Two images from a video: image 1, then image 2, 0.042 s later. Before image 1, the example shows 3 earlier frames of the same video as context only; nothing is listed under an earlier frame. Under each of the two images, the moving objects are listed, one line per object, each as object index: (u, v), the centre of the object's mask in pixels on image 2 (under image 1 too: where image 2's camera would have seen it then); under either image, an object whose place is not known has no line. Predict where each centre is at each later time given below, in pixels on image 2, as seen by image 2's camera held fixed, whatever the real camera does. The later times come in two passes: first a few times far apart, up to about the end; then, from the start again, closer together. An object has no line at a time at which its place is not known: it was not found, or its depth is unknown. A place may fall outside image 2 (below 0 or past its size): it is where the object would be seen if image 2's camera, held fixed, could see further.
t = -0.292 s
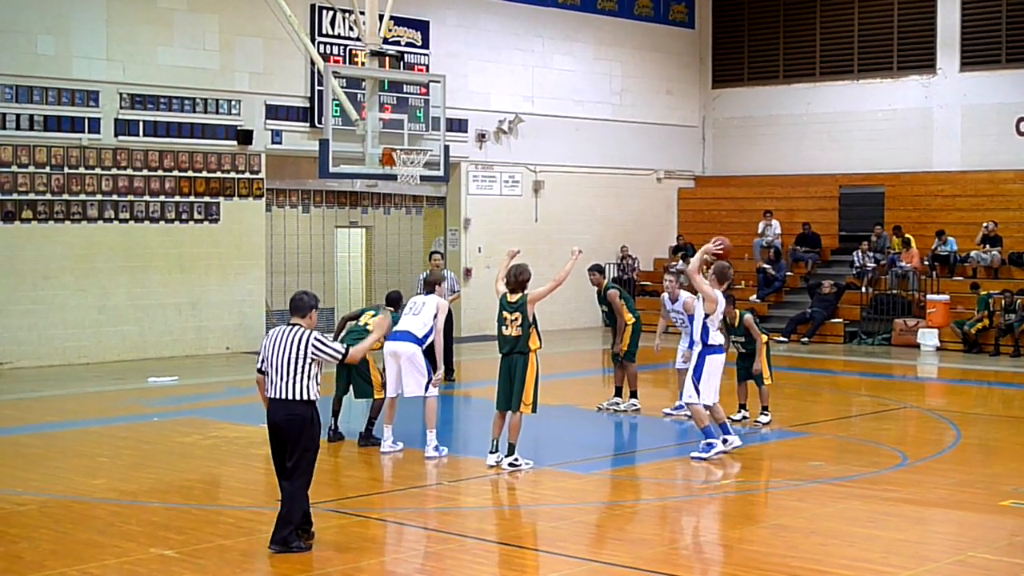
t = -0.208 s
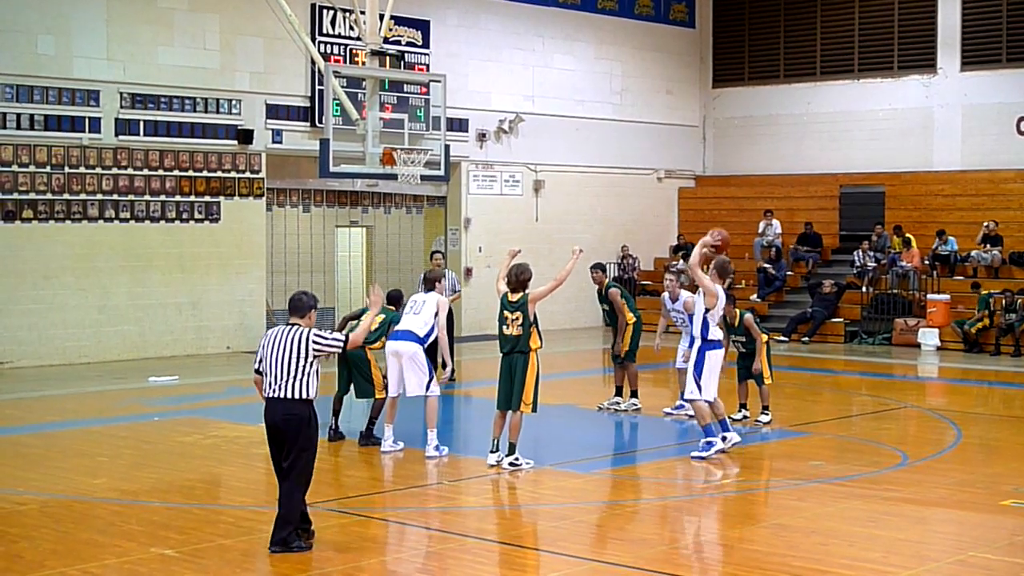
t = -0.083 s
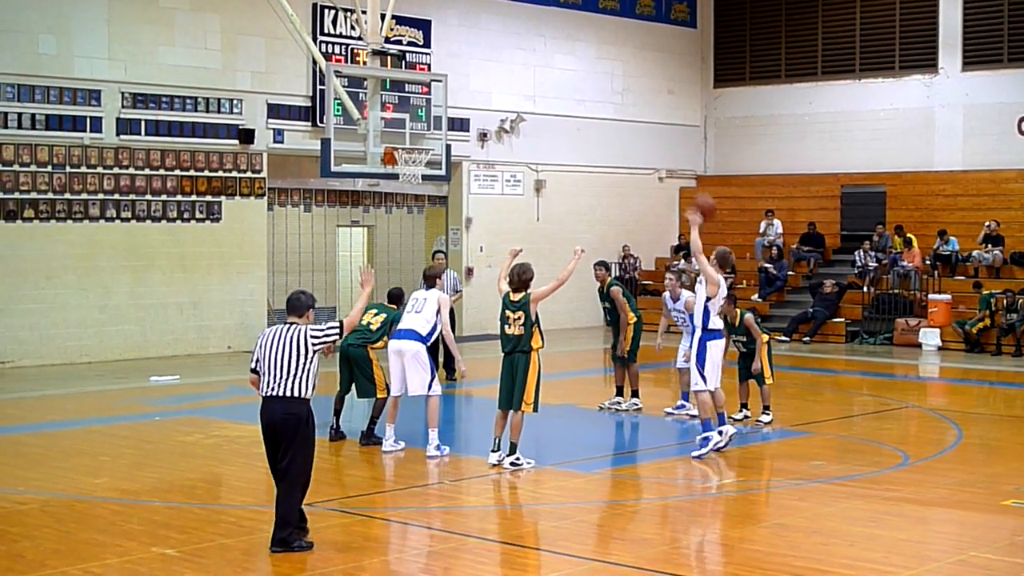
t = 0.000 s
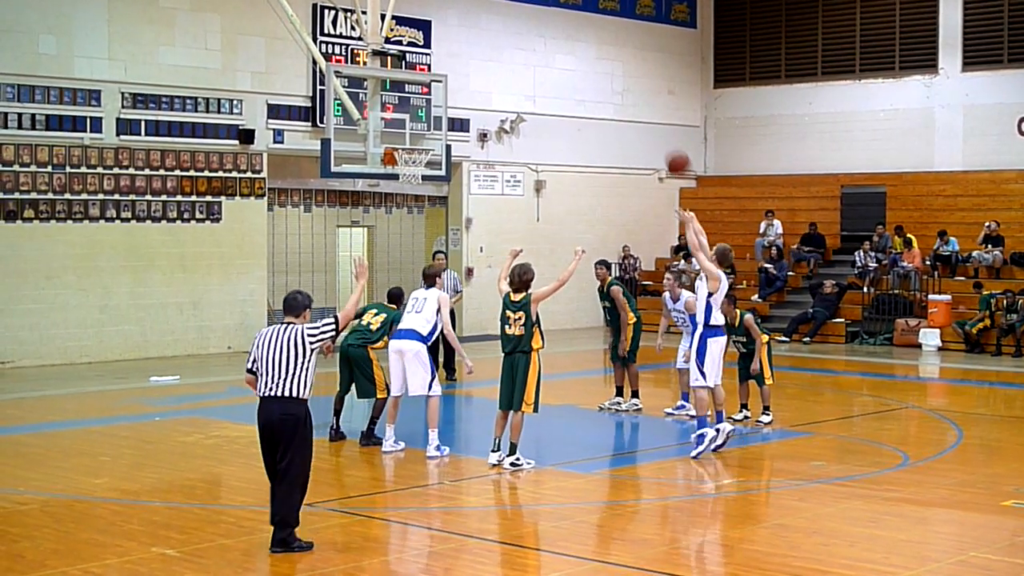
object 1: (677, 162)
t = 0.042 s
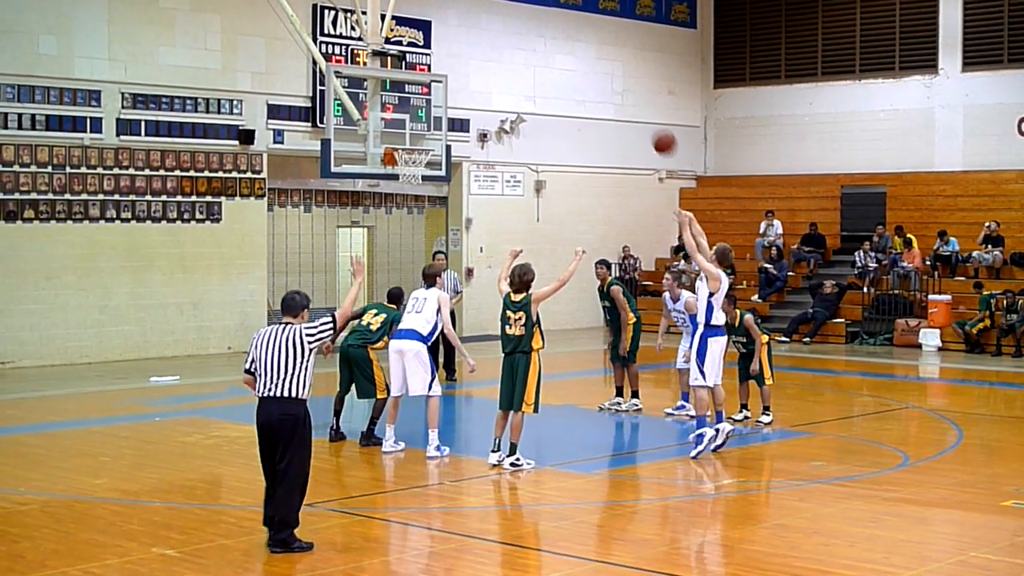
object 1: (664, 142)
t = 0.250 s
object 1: (597, 69)
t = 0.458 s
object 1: (536, 43)
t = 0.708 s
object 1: (469, 65)
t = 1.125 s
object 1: (426, 194)
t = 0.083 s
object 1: (650, 123)
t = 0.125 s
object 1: (637, 107)
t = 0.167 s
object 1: (623, 92)
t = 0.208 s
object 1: (611, 80)
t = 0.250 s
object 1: (597, 69)
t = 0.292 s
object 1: (585, 60)
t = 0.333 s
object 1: (572, 54)
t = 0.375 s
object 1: (560, 48)
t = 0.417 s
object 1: (548, 45)
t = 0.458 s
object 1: (536, 43)
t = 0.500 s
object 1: (525, 43)
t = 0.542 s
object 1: (513, 44)
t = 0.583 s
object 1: (502, 47)
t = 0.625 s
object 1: (491, 51)
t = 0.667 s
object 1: (479, 58)
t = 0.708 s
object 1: (469, 65)
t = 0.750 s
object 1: (458, 74)
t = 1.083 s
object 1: (419, 181)
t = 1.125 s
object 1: (426, 194)
